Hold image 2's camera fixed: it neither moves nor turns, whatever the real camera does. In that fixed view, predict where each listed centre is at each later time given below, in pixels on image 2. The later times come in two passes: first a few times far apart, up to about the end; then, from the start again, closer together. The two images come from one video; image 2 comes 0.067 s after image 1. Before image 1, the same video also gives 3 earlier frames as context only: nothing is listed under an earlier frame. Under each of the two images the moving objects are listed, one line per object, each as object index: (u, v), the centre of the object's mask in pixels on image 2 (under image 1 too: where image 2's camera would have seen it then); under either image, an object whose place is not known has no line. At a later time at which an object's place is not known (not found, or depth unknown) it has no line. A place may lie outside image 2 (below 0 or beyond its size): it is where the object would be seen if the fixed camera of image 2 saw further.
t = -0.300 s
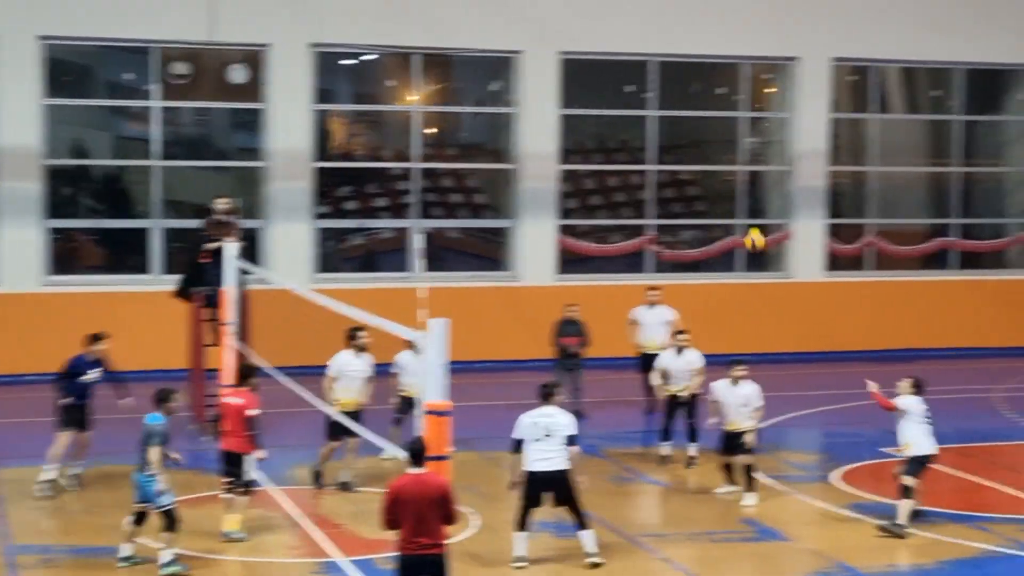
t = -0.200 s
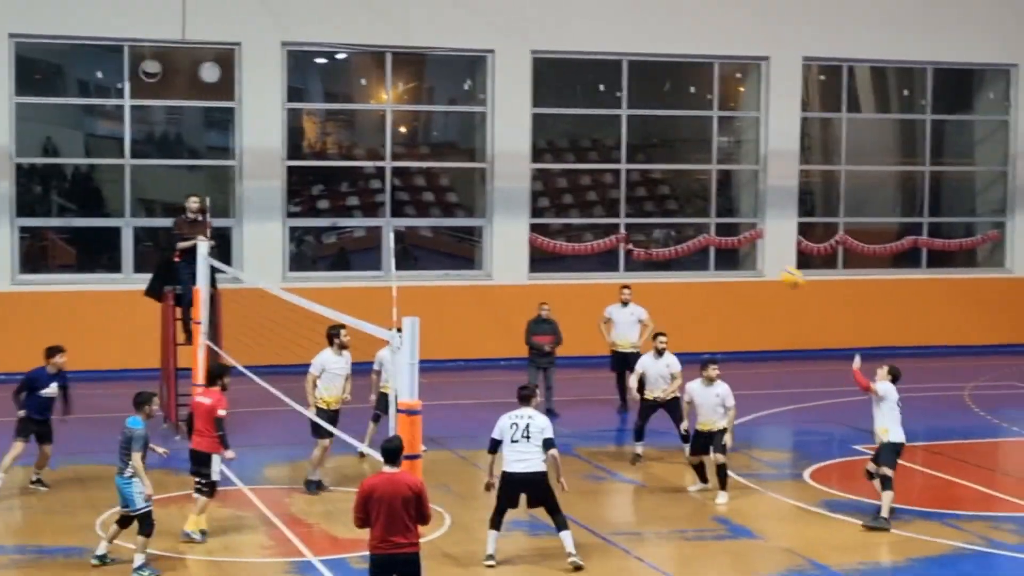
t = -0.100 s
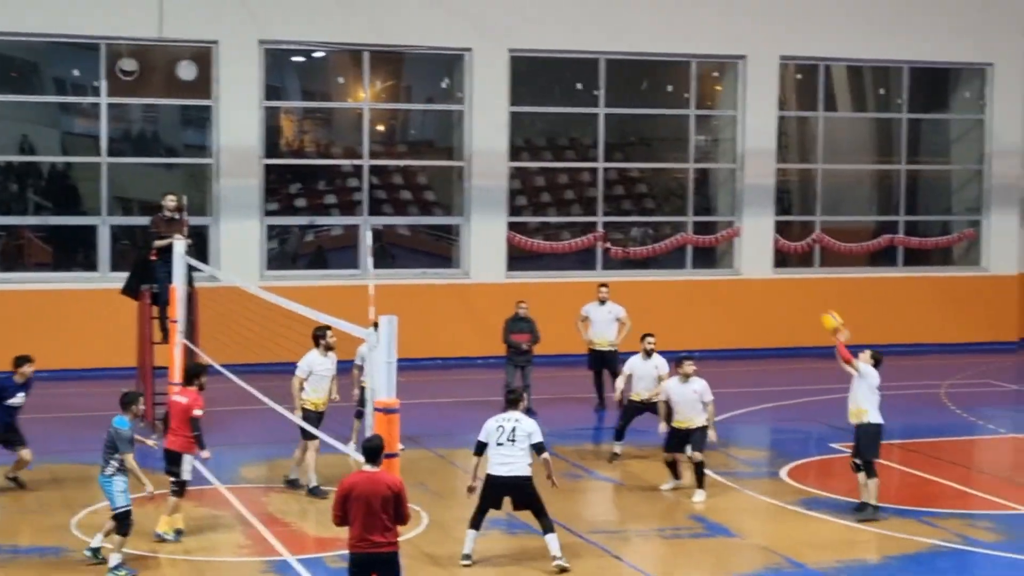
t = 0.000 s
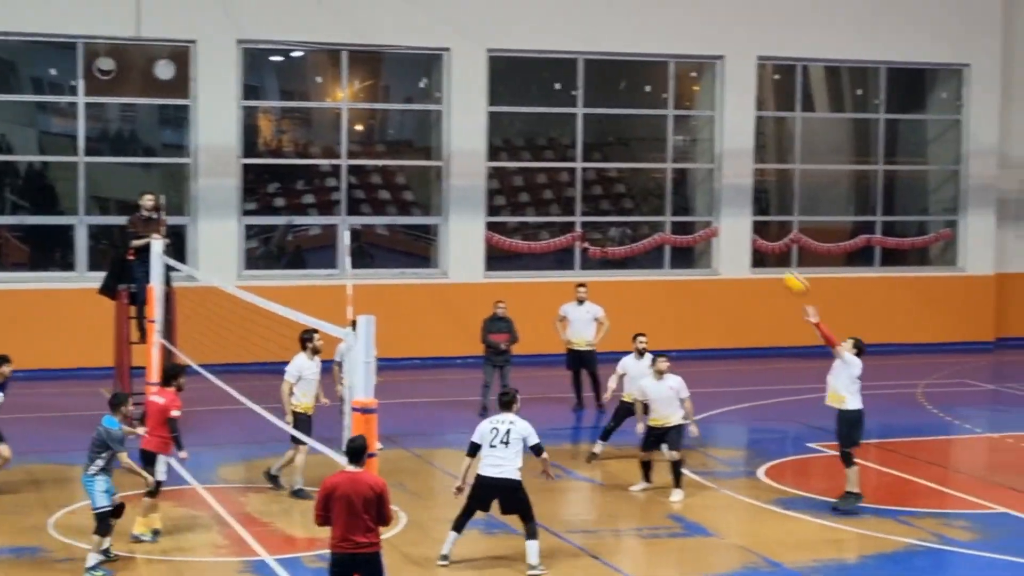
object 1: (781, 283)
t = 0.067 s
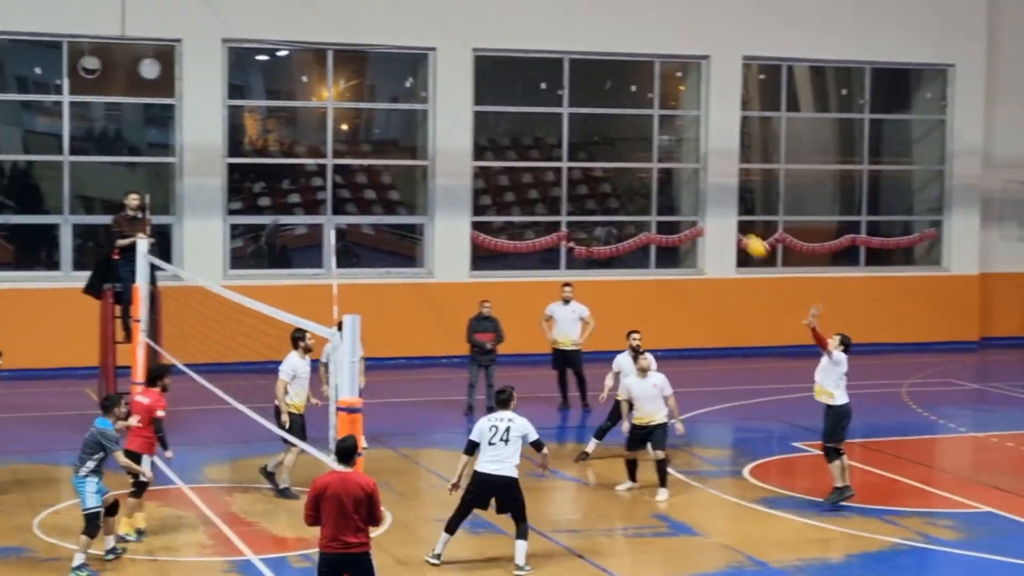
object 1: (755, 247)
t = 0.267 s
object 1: (683, 164)
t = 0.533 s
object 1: (590, 113)
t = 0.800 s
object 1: (501, 125)
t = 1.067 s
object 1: (415, 196)
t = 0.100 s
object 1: (744, 230)
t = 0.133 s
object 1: (732, 215)
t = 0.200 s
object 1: (707, 187)
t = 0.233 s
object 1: (695, 175)
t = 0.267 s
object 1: (683, 164)
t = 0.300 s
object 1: (671, 154)
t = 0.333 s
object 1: (659, 145)
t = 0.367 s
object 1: (646, 137)
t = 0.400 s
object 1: (636, 131)
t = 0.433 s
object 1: (624, 125)
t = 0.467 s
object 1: (613, 120)
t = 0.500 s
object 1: (602, 116)
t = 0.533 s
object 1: (590, 113)
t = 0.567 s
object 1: (579, 111)
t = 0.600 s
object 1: (567, 110)
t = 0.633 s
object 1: (556, 110)
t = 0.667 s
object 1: (545, 111)
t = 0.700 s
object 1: (534, 114)
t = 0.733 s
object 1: (523, 117)
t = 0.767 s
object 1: (512, 120)
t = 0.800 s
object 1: (501, 125)
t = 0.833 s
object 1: (490, 131)
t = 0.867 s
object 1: (480, 137)
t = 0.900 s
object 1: (469, 145)
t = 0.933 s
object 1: (458, 154)
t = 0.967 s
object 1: (447, 163)
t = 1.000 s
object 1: (435, 174)
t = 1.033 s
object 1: (425, 184)
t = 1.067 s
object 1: (415, 196)
